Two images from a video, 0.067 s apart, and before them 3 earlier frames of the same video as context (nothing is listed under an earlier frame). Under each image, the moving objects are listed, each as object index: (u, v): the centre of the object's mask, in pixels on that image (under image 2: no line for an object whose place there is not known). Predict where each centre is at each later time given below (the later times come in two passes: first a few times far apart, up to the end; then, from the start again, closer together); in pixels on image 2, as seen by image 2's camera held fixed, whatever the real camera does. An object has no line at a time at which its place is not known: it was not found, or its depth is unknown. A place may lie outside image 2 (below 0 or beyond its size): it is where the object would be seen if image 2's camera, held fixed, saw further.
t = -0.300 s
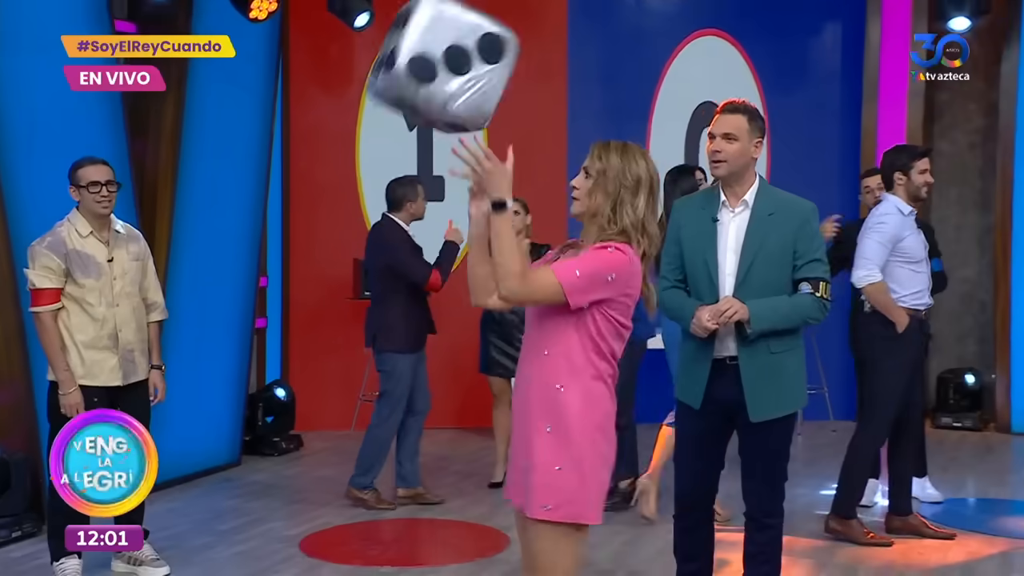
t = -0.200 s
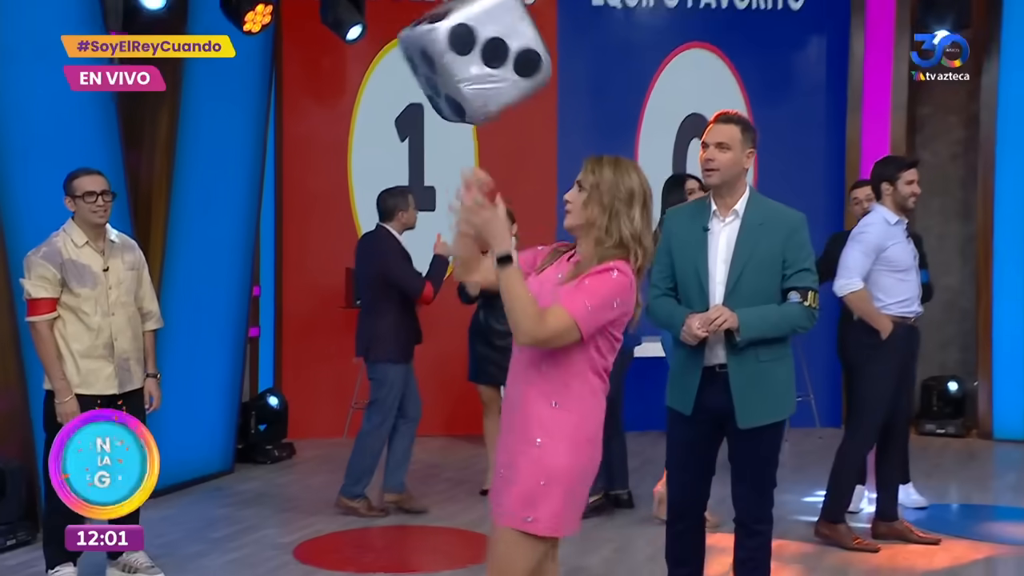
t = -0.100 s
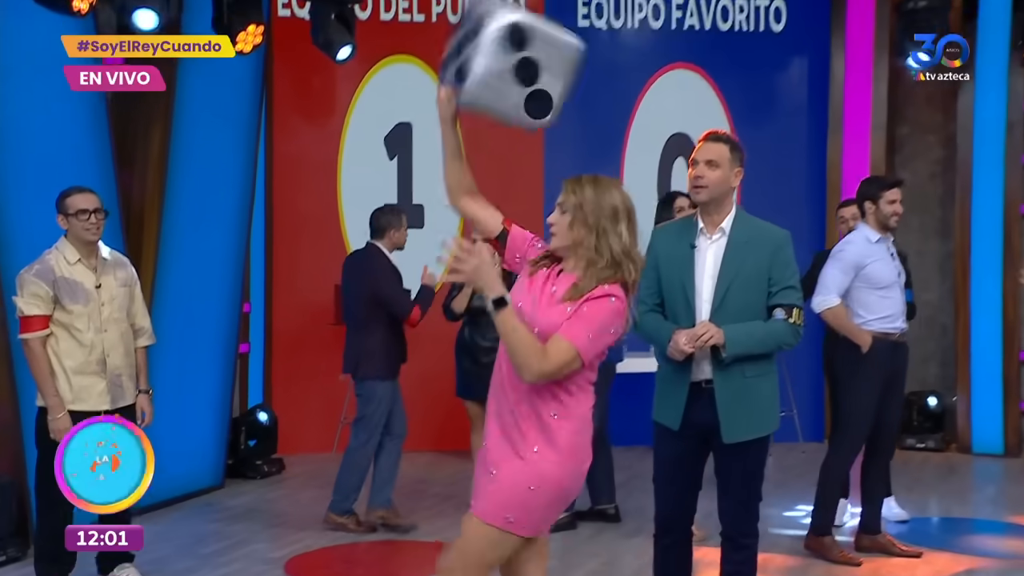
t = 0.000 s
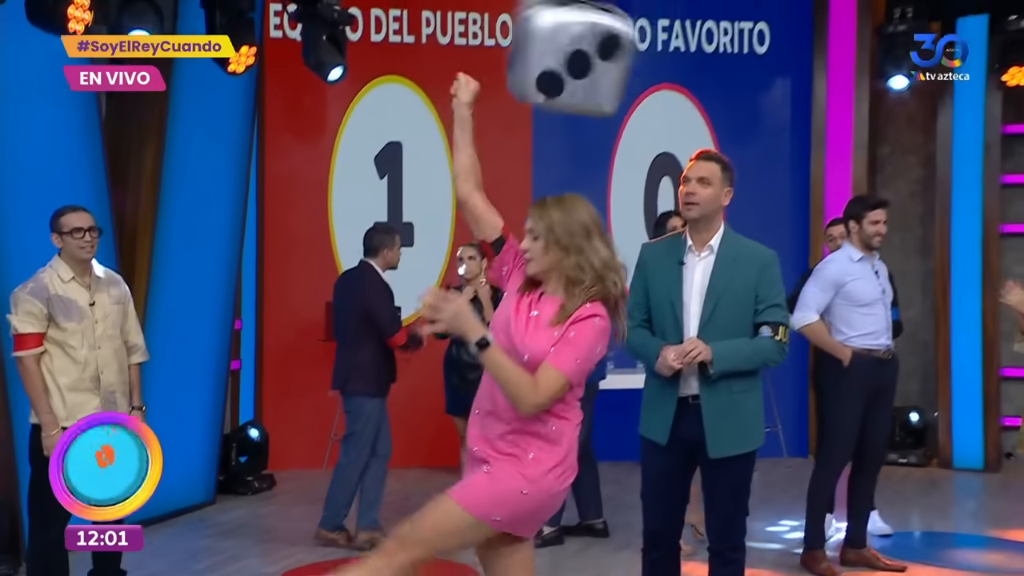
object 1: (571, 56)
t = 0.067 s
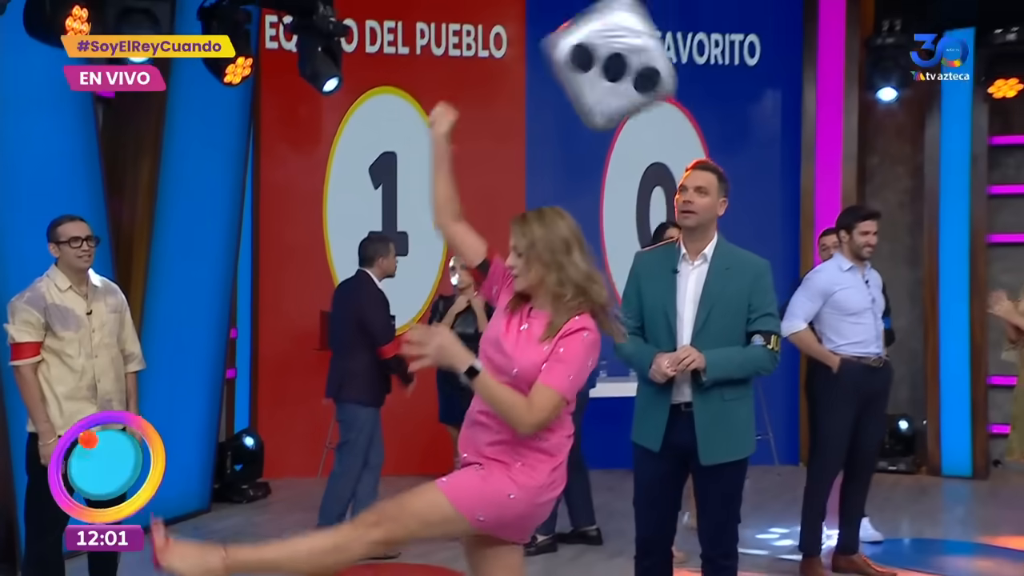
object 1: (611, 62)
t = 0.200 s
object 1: (706, 99)
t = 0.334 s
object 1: (792, 190)
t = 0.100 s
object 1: (636, 64)
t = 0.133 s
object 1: (660, 72)
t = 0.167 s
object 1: (683, 84)
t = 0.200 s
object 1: (706, 99)
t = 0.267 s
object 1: (749, 136)
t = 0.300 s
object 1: (769, 160)
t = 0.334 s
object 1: (792, 190)
